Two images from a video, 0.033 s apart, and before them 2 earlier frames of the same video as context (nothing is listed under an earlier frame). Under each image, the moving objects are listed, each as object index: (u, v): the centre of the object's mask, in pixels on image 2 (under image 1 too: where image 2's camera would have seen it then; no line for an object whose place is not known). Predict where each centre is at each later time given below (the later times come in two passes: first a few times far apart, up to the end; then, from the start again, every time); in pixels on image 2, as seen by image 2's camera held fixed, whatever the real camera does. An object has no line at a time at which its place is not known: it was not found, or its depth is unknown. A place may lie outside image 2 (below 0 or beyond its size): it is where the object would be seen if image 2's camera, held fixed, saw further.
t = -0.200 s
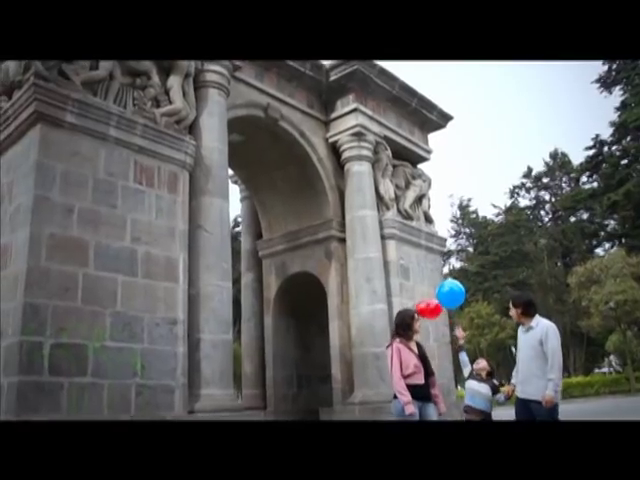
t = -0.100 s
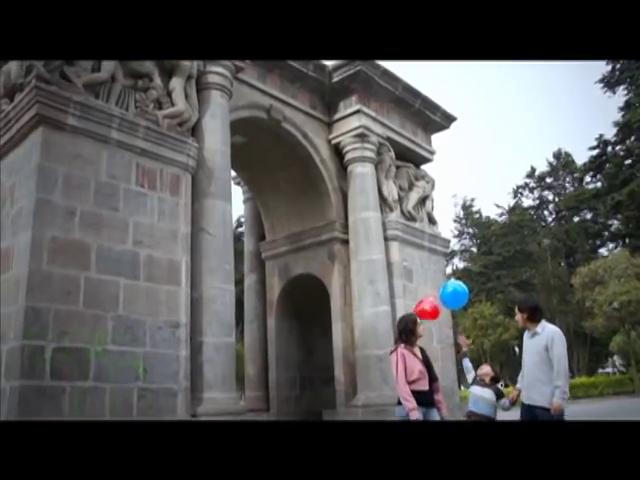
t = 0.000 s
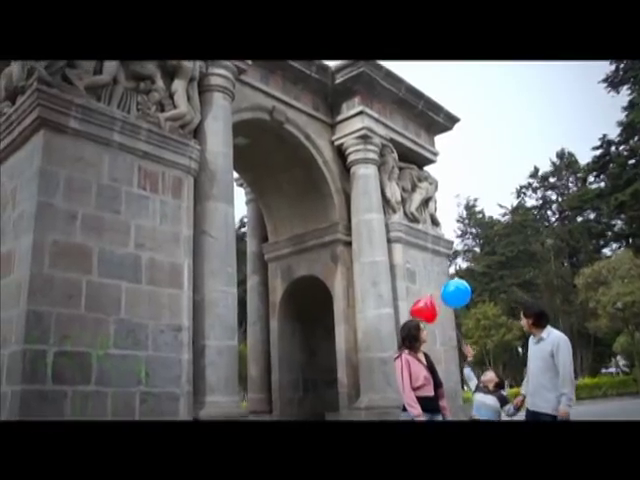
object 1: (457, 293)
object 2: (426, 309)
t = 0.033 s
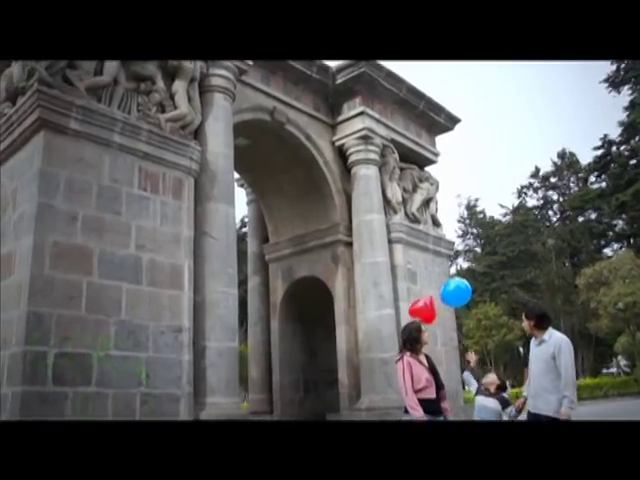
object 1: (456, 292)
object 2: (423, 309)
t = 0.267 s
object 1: (449, 277)
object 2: (412, 306)
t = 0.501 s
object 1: (436, 259)
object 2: (411, 298)
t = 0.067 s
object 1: (455, 291)
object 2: (422, 309)
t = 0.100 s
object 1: (454, 289)
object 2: (420, 309)
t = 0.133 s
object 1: (453, 287)
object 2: (418, 309)
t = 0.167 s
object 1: (452, 284)
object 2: (415, 308)
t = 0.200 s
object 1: (451, 281)
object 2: (414, 307)
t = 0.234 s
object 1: (451, 279)
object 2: (413, 307)
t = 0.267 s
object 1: (449, 277)
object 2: (412, 306)
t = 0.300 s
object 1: (447, 275)
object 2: (412, 305)
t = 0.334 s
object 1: (445, 272)
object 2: (411, 304)
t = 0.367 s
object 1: (444, 270)
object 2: (411, 303)
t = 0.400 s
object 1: (442, 268)
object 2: (411, 302)
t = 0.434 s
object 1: (440, 265)
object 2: (411, 300)
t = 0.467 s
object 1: (438, 262)
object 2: (411, 299)
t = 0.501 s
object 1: (436, 259)
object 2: (411, 298)
